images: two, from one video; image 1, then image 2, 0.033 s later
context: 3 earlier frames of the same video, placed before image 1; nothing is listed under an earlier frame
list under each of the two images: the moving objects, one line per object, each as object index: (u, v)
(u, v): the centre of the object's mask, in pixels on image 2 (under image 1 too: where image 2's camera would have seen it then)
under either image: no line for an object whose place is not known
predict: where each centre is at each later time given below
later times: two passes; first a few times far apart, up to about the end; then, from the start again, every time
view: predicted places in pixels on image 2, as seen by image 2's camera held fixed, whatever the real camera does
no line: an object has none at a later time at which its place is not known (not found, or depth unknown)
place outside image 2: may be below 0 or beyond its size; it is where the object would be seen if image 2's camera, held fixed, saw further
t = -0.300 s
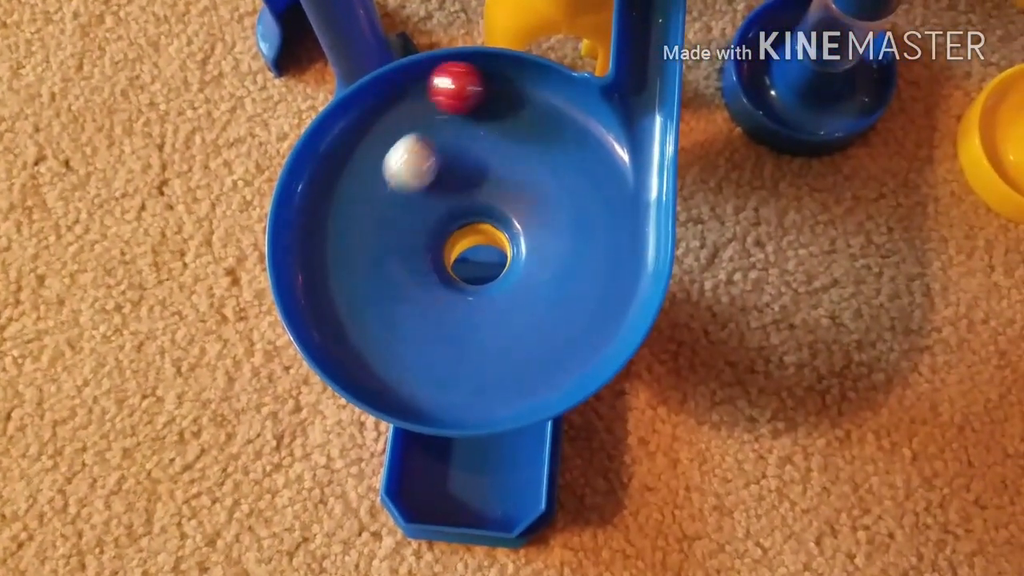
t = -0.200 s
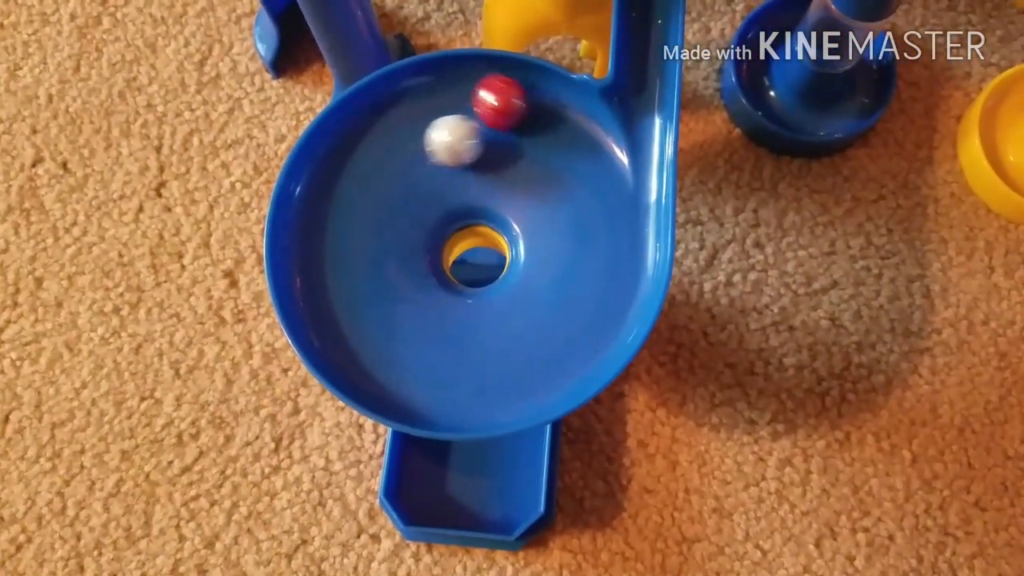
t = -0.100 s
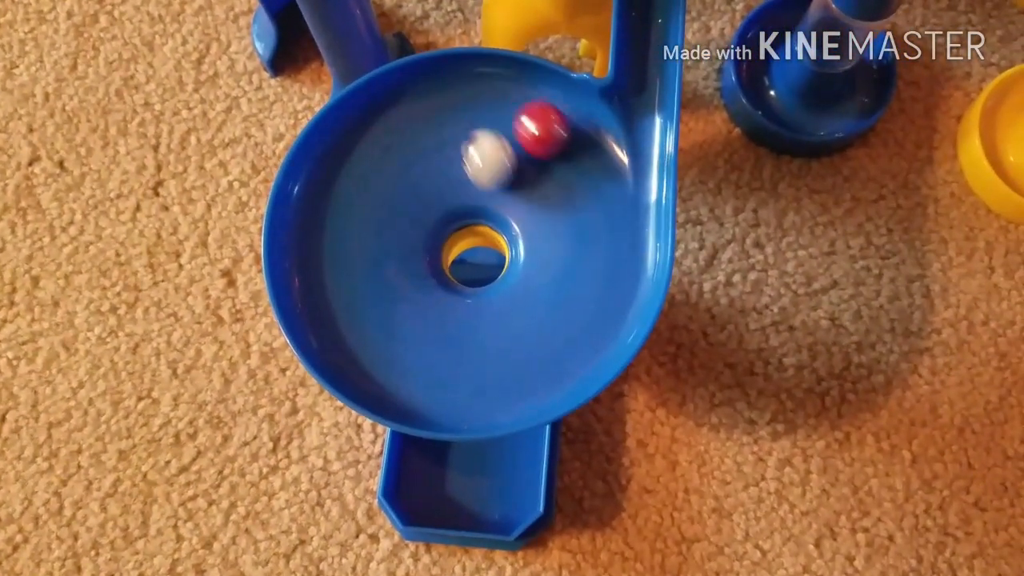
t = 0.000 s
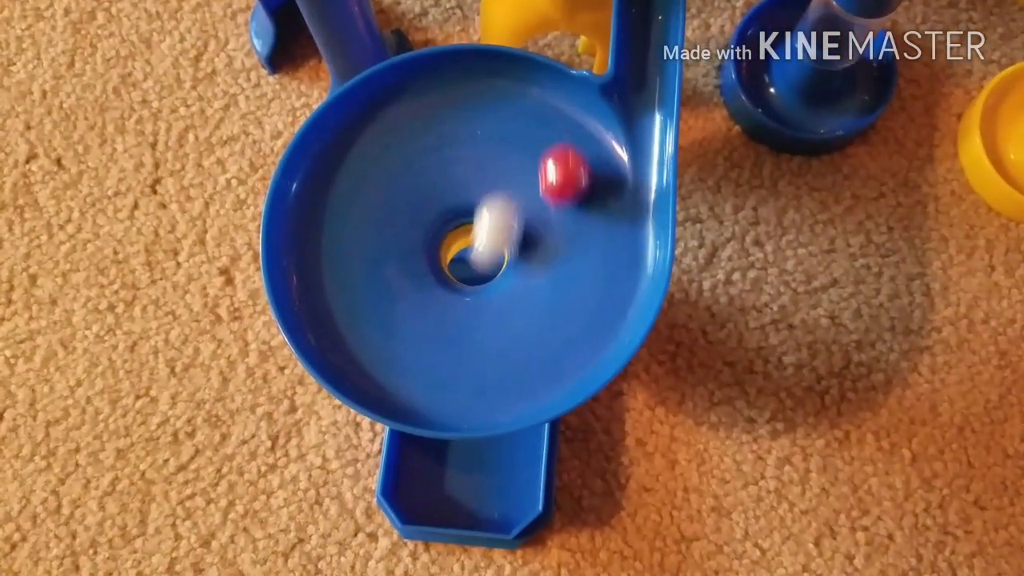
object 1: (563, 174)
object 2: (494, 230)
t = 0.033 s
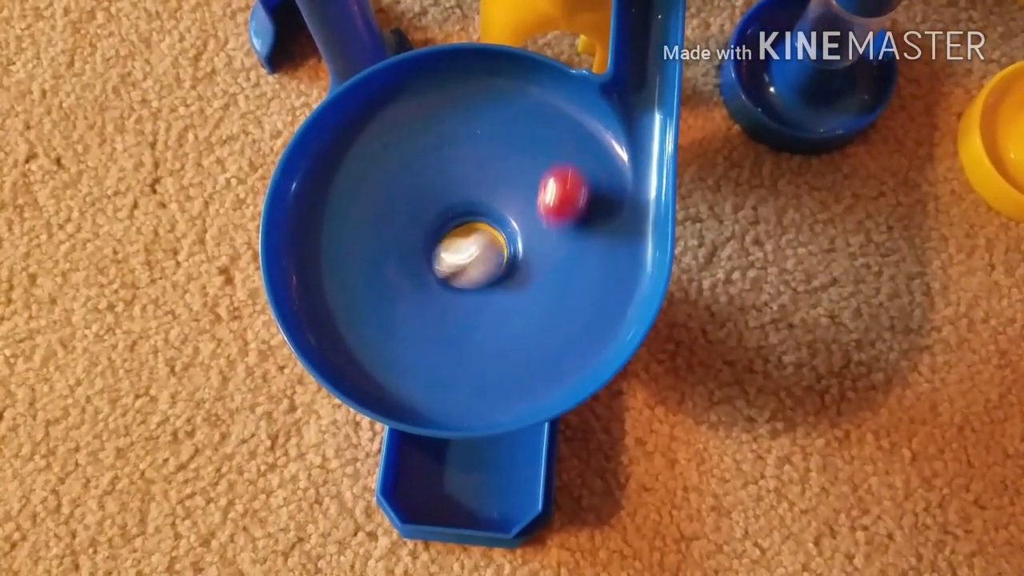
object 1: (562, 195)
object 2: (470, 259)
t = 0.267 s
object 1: (399, 284)
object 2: (471, 252)
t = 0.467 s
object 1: (301, 210)
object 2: (474, 254)
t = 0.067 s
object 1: (556, 217)
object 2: (441, 252)
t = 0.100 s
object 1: (542, 242)
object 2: (430, 235)
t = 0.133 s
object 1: (521, 263)
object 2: (430, 226)
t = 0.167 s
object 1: (491, 281)
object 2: (438, 220)
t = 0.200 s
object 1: (457, 289)
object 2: (454, 222)
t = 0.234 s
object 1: (425, 289)
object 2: (476, 246)
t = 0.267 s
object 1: (399, 284)
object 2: (471, 252)
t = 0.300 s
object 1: (374, 274)
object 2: (474, 253)
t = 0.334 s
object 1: (353, 262)
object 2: (473, 252)
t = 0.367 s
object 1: (334, 249)
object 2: (473, 253)
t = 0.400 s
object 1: (320, 235)
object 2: (474, 253)
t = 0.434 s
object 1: (308, 222)
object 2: (474, 252)
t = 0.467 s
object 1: (301, 210)
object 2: (474, 254)
